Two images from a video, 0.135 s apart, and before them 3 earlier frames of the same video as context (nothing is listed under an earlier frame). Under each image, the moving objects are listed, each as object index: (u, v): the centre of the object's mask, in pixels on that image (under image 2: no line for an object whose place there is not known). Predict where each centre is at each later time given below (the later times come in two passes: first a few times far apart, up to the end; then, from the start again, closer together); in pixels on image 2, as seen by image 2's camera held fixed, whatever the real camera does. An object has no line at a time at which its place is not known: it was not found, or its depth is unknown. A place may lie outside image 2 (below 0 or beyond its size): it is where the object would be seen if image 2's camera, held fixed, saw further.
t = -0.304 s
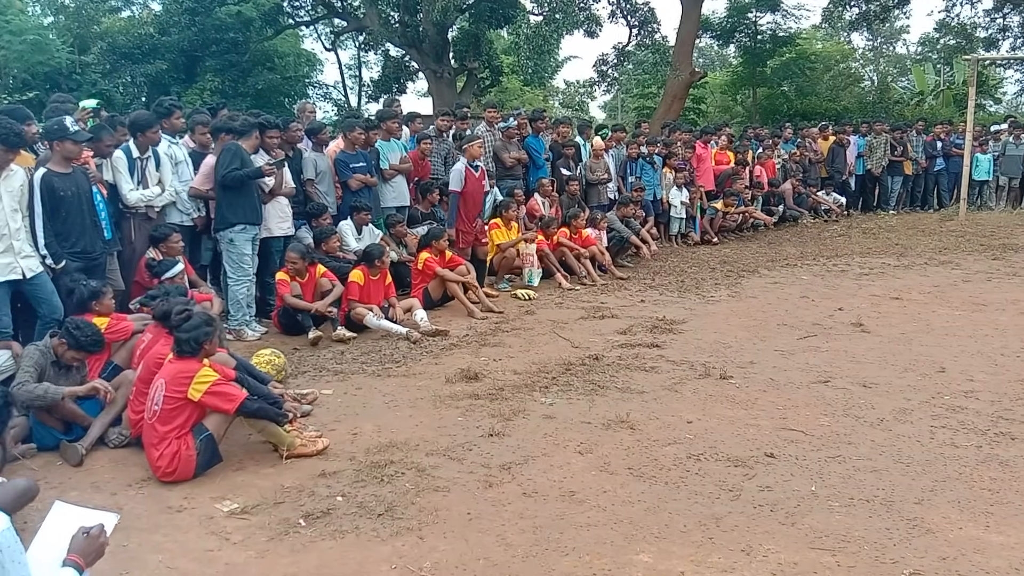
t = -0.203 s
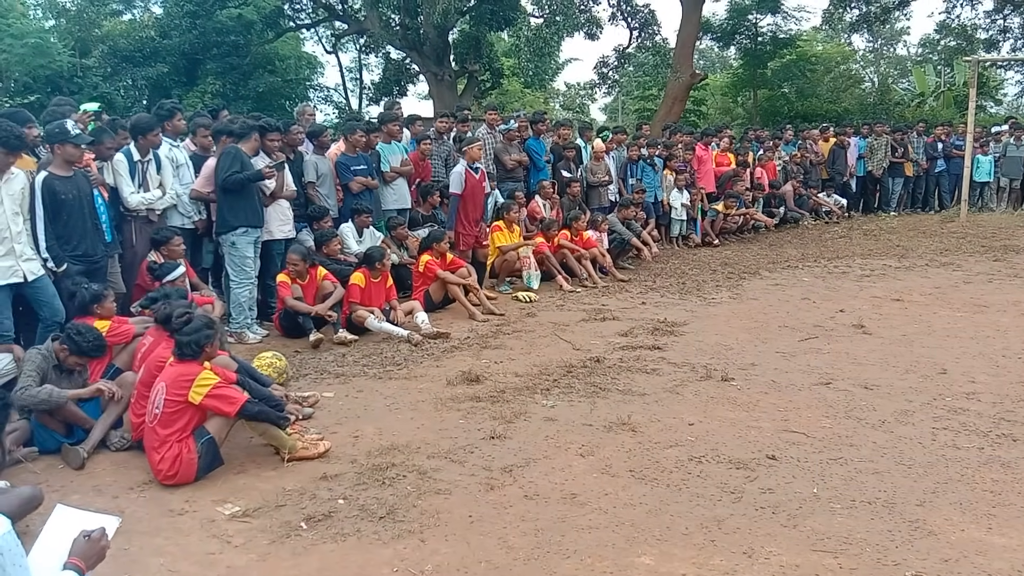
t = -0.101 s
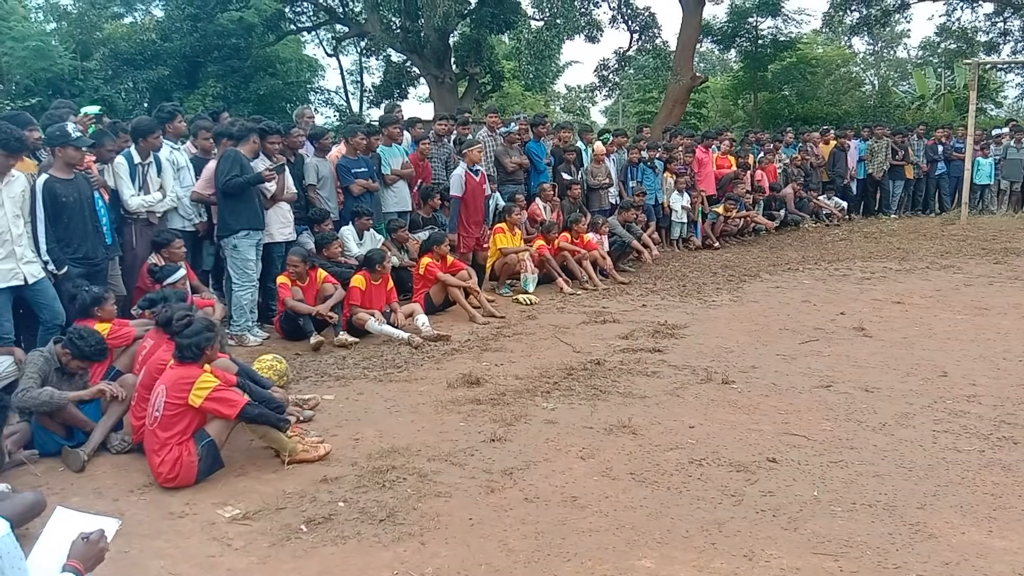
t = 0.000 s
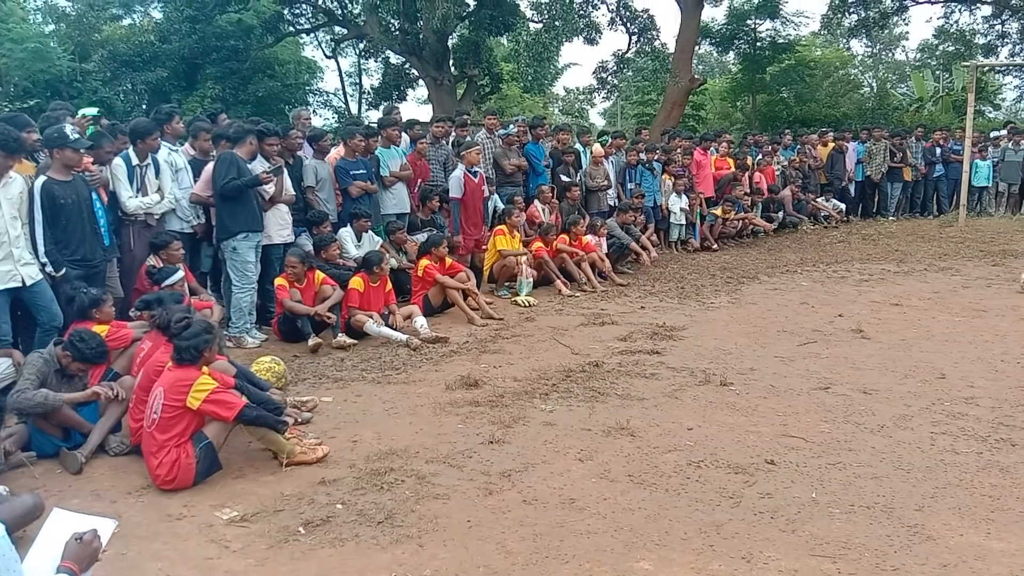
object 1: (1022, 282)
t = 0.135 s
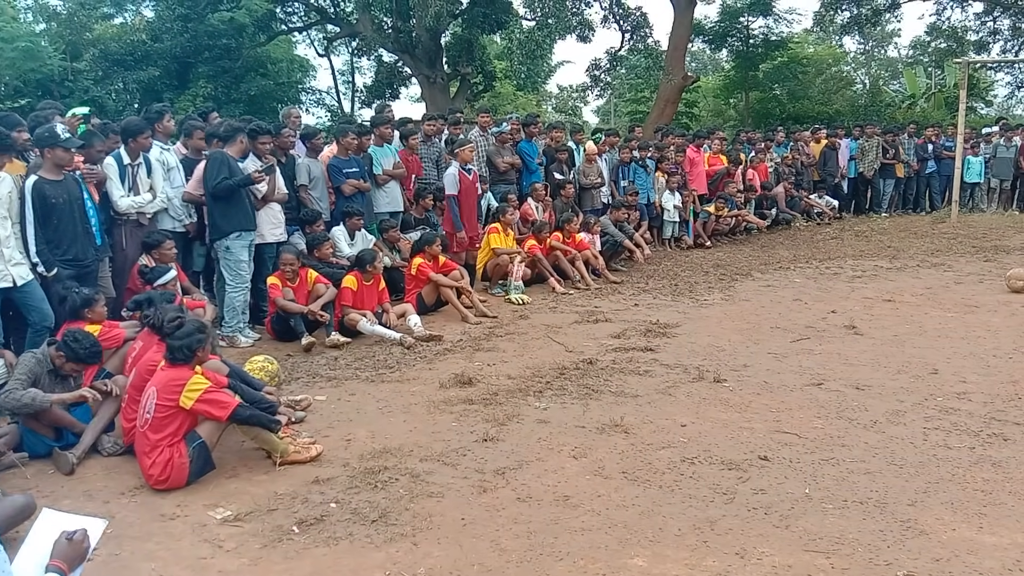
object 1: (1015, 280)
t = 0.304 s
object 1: (1009, 285)
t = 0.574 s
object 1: (995, 292)
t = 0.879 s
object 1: (977, 300)
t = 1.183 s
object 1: (959, 308)
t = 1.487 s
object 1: (942, 316)
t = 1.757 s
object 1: (925, 325)
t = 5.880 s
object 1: (666, 475)
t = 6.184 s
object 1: (647, 483)
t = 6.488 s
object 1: (625, 494)
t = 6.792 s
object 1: (605, 507)
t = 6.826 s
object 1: (603, 509)
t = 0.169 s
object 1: (1015, 282)
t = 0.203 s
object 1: (1015, 282)
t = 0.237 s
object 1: (1013, 283)
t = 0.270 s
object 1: (1011, 284)
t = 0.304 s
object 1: (1009, 285)
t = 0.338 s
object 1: (1008, 286)
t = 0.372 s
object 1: (1006, 286)
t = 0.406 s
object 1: (1004, 288)
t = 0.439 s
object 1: (1003, 288)
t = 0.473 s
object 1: (1001, 289)
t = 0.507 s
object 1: (998, 290)
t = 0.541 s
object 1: (996, 291)
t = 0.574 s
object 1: (995, 292)
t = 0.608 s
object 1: (992, 292)
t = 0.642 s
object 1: (990, 293)
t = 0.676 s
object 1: (988, 294)
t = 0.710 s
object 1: (986, 294)
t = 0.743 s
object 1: (984, 296)
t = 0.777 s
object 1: (983, 297)
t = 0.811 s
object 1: (981, 297)
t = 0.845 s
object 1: (979, 299)
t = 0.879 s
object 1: (977, 300)
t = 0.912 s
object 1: (974, 301)
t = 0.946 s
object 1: (973, 301)
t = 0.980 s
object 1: (971, 302)
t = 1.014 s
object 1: (969, 303)
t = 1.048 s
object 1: (967, 303)
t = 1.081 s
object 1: (965, 305)
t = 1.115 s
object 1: (963, 306)
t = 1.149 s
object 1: (961, 306)
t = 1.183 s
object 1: (959, 308)
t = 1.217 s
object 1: (957, 309)
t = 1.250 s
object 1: (955, 310)
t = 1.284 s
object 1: (954, 311)
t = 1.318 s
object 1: (952, 314)
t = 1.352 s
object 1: (950, 313)
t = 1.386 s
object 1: (948, 314)
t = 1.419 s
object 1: (946, 314)
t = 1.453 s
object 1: (944, 315)
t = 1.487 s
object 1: (942, 316)
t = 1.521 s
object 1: (940, 317)
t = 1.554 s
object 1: (938, 318)
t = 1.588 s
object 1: (936, 319)
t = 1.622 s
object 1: (934, 320)
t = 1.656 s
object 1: (932, 321)
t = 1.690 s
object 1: (930, 322)
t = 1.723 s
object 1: (928, 323)
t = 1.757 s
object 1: (925, 325)
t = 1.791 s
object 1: (924, 327)
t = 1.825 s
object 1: (921, 327)
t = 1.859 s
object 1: (919, 328)
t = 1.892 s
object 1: (917, 329)
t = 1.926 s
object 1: (914, 330)
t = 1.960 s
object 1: (912, 331)
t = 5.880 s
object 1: (666, 475)
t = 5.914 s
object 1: (663, 476)
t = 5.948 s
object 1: (662, 477)
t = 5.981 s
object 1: (660, 479)
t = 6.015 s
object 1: (659, 479)
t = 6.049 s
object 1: (656, 481)
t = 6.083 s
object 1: (654, 480)
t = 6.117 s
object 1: (652, 481)
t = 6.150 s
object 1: (649, 483)
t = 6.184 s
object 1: (647, 483)
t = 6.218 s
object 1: (644, 484)
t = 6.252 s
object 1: (642, 486)
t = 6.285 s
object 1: (640, 487)
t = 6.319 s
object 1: (637, 488)
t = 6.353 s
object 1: (635, 489)
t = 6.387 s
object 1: (632, 491)
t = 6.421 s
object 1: (630, 492)
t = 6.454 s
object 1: (627, 493)
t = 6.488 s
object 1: (625, 494)
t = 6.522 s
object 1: (622, 496)
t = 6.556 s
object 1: (620, 497)
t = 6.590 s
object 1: (618, 498)
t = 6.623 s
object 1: (615, 500)
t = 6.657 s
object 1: (614, 501)
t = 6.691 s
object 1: (611, 503)
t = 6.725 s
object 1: (609, 504)
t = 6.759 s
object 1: (607, 506)
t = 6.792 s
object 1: (605, 507)
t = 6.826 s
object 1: (603, 509)
